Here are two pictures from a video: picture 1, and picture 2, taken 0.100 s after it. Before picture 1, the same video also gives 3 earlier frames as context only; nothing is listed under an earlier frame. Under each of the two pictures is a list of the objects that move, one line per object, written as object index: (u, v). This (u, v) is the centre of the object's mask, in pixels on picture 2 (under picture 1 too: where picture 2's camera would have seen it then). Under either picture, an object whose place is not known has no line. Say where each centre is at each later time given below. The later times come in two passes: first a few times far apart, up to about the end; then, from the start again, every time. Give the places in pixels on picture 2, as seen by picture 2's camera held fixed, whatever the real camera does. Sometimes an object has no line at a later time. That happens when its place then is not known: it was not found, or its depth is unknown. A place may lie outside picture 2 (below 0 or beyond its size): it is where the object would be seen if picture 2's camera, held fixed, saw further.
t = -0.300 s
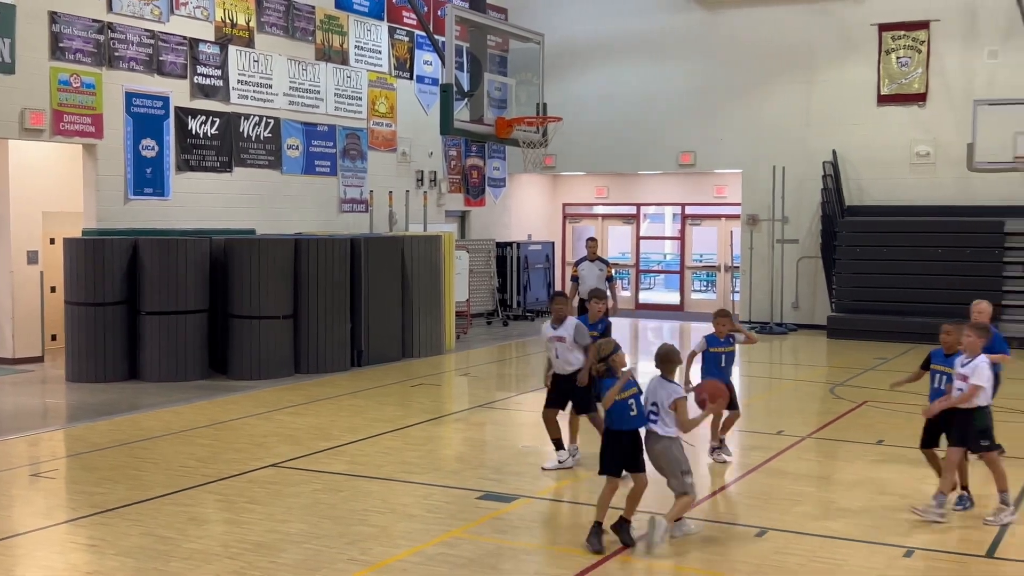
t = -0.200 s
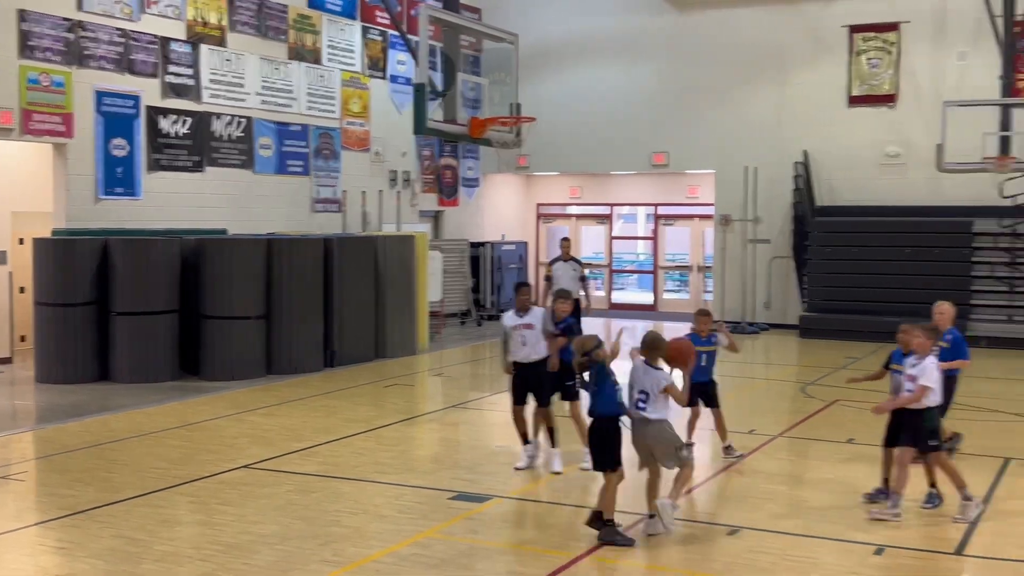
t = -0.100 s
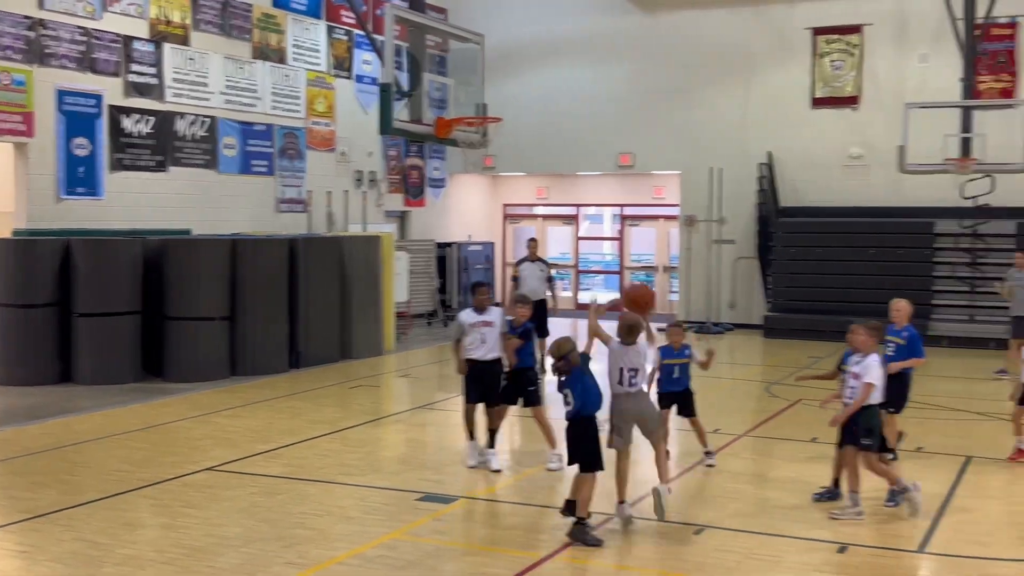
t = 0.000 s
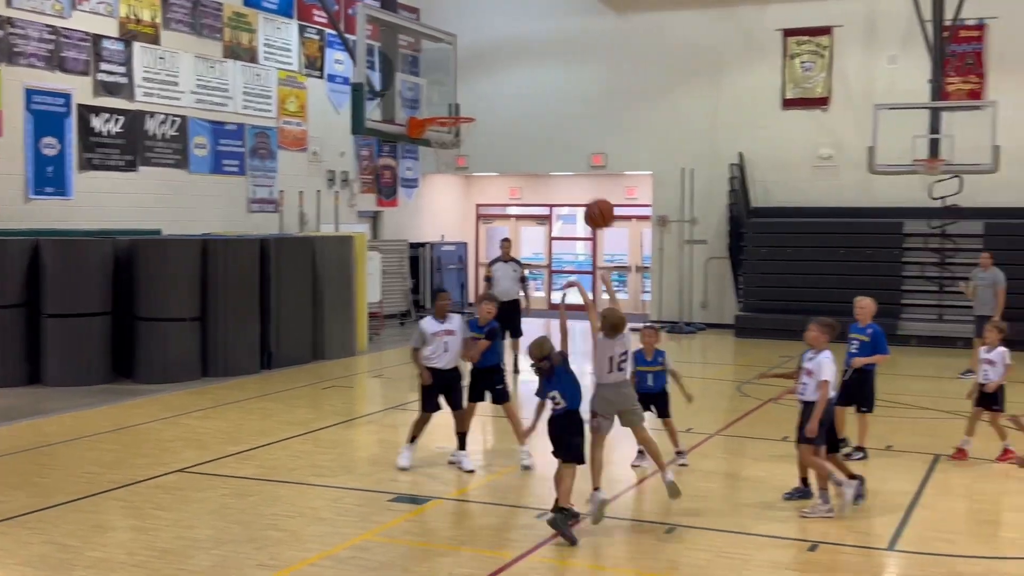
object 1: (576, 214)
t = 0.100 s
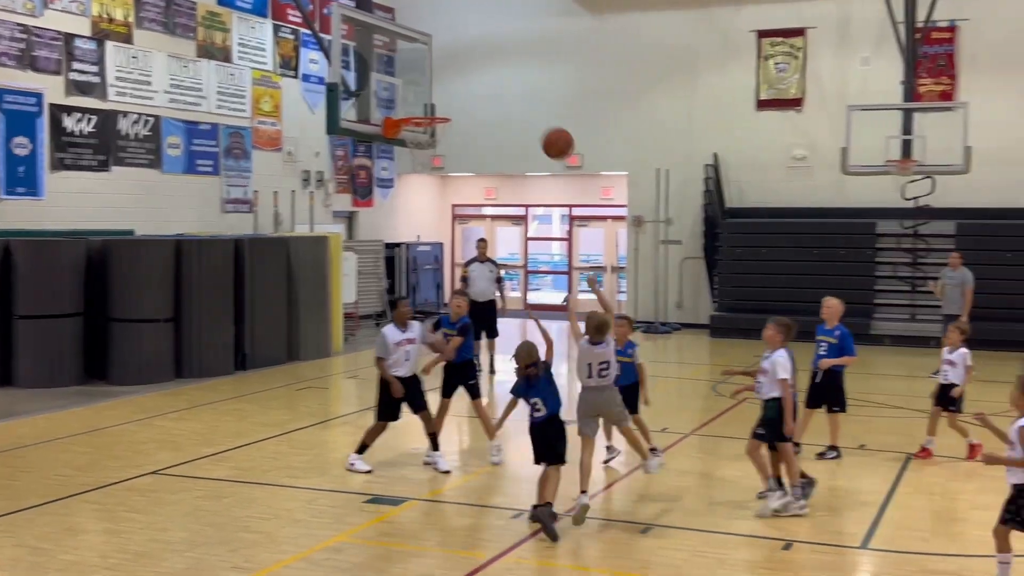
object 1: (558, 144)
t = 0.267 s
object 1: (529, 61)
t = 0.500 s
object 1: (493, 13)
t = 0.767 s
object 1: (455, 41)
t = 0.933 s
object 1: (435, 101)
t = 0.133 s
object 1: (552, 124)
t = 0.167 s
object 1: (546, 106)
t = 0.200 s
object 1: (540, 89)
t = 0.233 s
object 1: (534, 74)
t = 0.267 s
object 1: (529, 61)
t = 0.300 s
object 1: (523, 49)
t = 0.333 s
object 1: (518, 39)
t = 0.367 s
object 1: (513, 31)
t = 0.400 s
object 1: (508, 24)
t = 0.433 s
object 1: (502, 19)
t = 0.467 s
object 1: (498, 15)
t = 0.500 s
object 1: (493, 13)
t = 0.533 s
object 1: (487, 12)
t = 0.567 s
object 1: (482, 12)
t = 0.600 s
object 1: (478, 14)
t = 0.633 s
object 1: (473, 17)
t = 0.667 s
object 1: (468, 21)
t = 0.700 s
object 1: (464, 26)
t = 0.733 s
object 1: (459, 33)
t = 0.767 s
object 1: (455, 41)
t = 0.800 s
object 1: (451, 51)
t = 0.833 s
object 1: (447, 62)
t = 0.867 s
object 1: (443, 74)
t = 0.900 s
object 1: (439, 87)
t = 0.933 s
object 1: (435, 101)
